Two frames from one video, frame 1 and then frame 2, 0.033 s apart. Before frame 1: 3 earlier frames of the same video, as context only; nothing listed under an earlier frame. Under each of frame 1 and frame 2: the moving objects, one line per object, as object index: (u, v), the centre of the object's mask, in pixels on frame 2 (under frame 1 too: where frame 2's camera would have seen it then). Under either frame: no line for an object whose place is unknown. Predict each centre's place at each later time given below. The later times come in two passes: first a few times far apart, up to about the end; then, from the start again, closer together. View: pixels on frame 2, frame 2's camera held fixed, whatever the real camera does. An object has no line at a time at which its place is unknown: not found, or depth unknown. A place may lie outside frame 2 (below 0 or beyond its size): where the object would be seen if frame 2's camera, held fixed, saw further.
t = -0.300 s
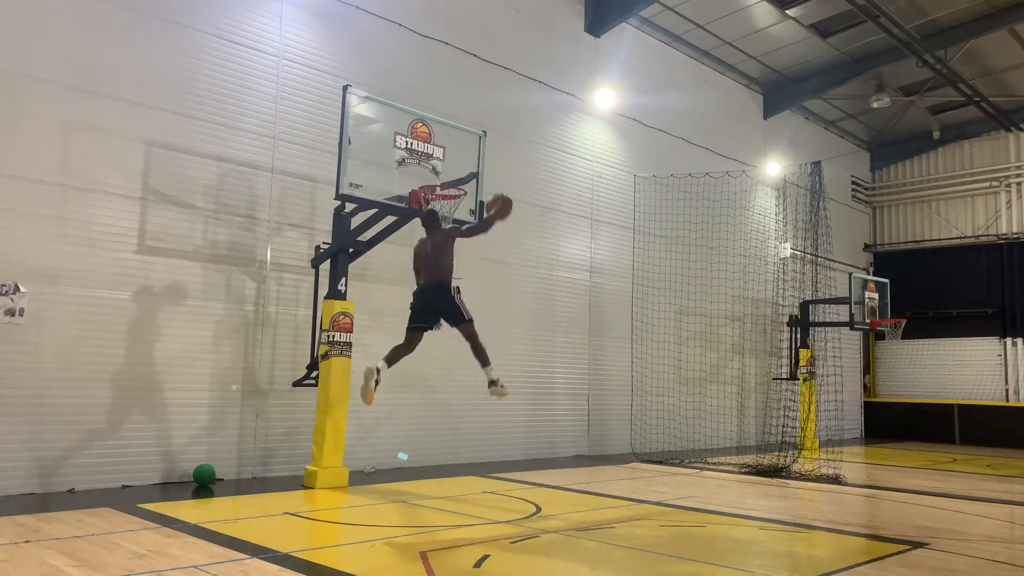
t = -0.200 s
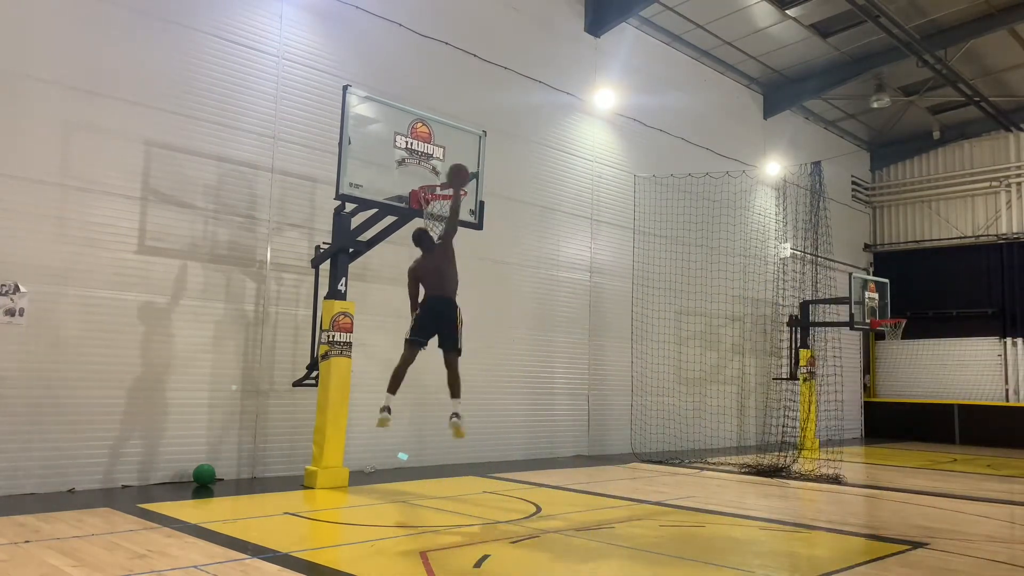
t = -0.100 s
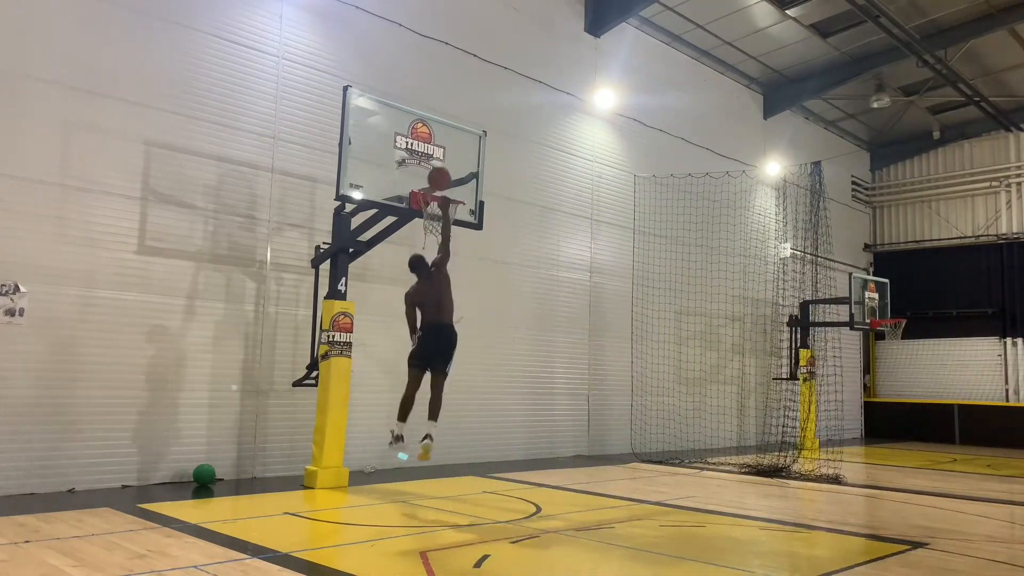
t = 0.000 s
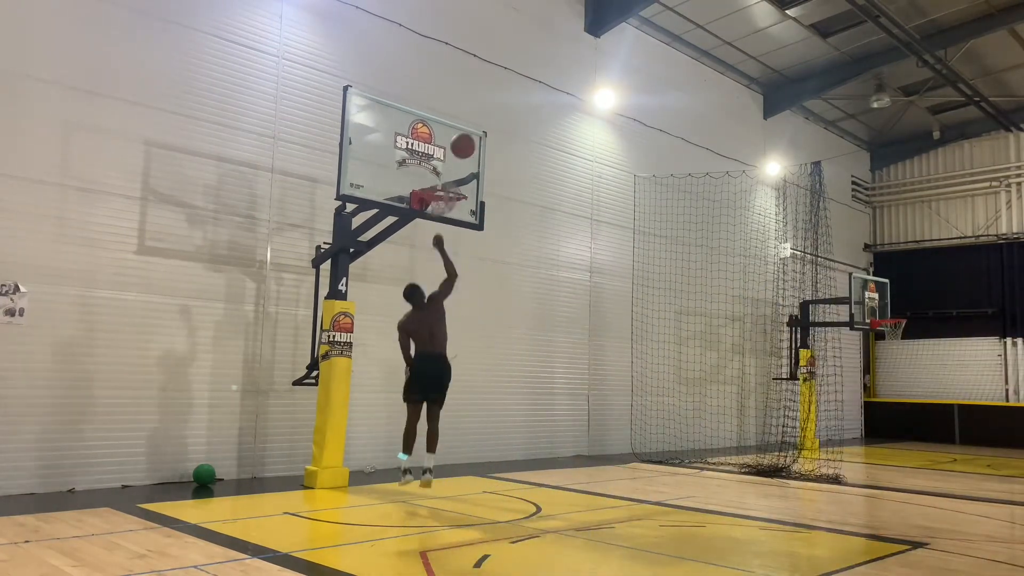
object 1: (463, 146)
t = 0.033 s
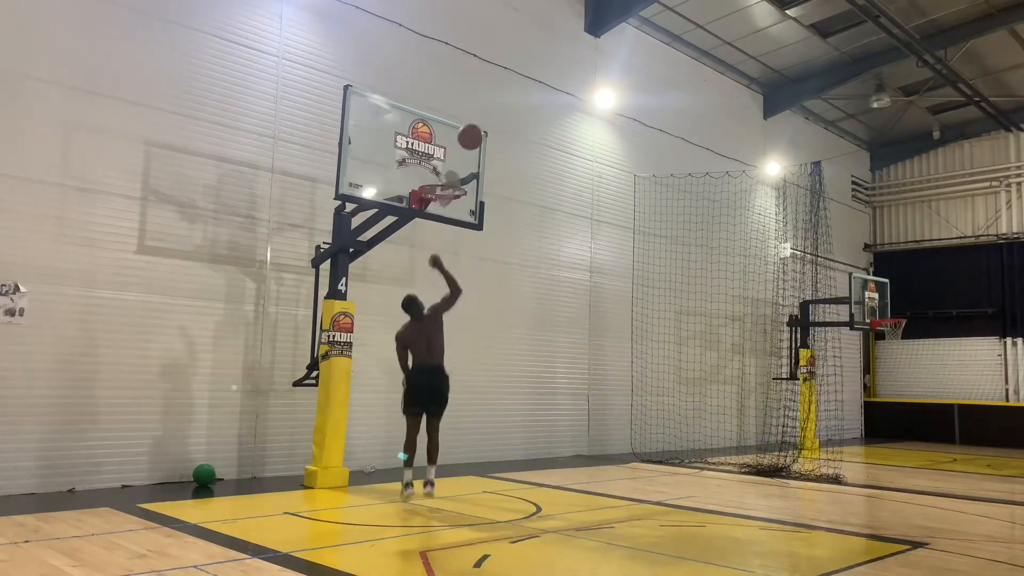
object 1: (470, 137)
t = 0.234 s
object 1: (523, 98)
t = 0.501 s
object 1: (611, 116)
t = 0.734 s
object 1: (711, 222)
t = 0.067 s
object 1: (478, 128)
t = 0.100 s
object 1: (488, 120)
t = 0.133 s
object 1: (495, 114)
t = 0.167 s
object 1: (504, 107)
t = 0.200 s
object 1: (514, 102)
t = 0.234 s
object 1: (523, 98)
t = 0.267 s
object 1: (532, 96)
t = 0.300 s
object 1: (543, 94)
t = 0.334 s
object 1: (552, 93)
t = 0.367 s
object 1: (563, 94)
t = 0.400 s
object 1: (574, 97)
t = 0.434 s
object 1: (582, 101)
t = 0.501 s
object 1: (611, 116)
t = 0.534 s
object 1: (622, 123)
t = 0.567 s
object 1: (636, 134)
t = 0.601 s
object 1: (650, 148)
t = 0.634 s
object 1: (663, 161)
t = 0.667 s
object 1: (679, 180)
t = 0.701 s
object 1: (695, 201)
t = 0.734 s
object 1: (711, 222)
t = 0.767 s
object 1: (730, 251)
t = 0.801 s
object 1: (748, 280)
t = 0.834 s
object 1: (767, 311)
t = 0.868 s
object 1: (791, 354)
